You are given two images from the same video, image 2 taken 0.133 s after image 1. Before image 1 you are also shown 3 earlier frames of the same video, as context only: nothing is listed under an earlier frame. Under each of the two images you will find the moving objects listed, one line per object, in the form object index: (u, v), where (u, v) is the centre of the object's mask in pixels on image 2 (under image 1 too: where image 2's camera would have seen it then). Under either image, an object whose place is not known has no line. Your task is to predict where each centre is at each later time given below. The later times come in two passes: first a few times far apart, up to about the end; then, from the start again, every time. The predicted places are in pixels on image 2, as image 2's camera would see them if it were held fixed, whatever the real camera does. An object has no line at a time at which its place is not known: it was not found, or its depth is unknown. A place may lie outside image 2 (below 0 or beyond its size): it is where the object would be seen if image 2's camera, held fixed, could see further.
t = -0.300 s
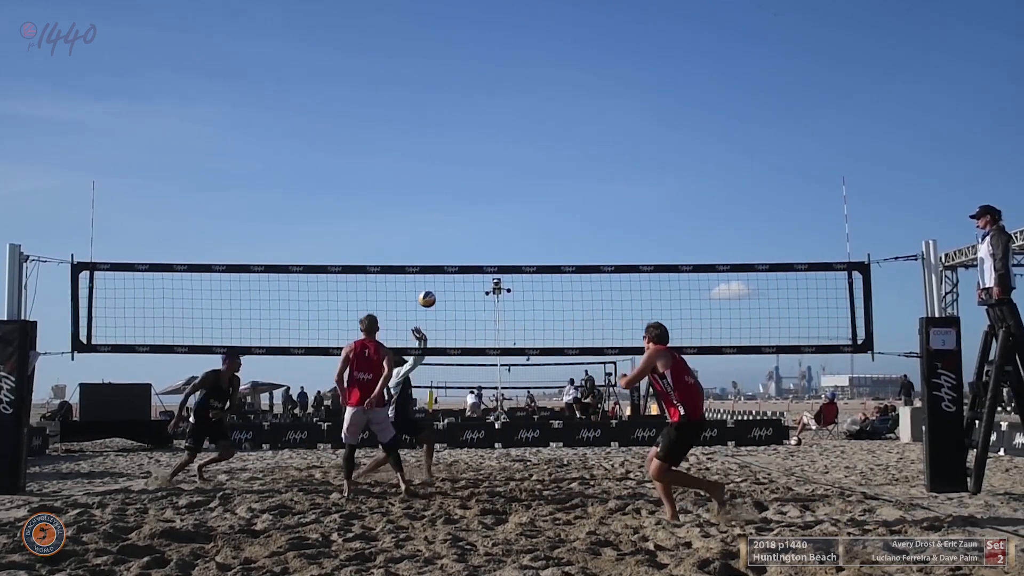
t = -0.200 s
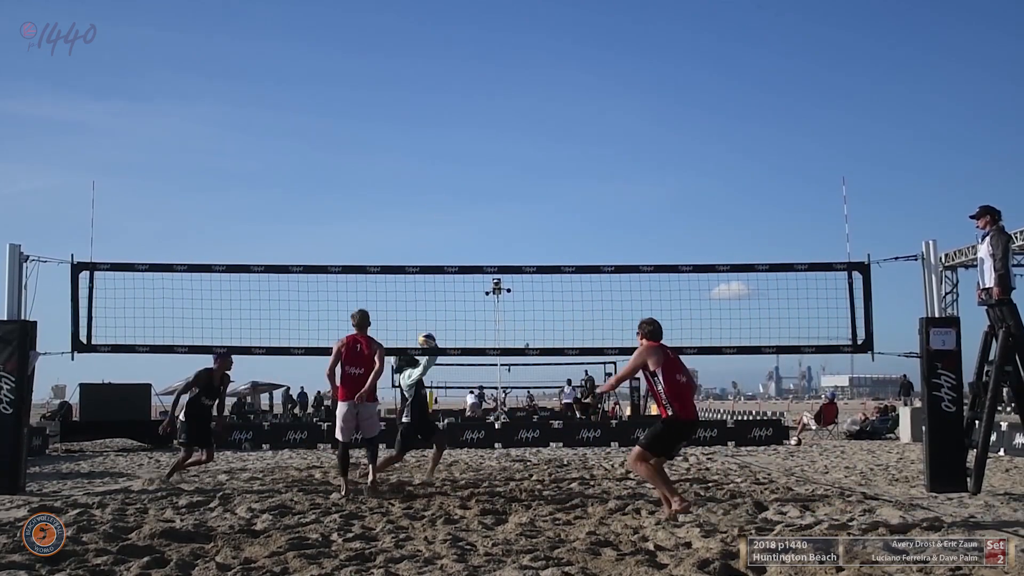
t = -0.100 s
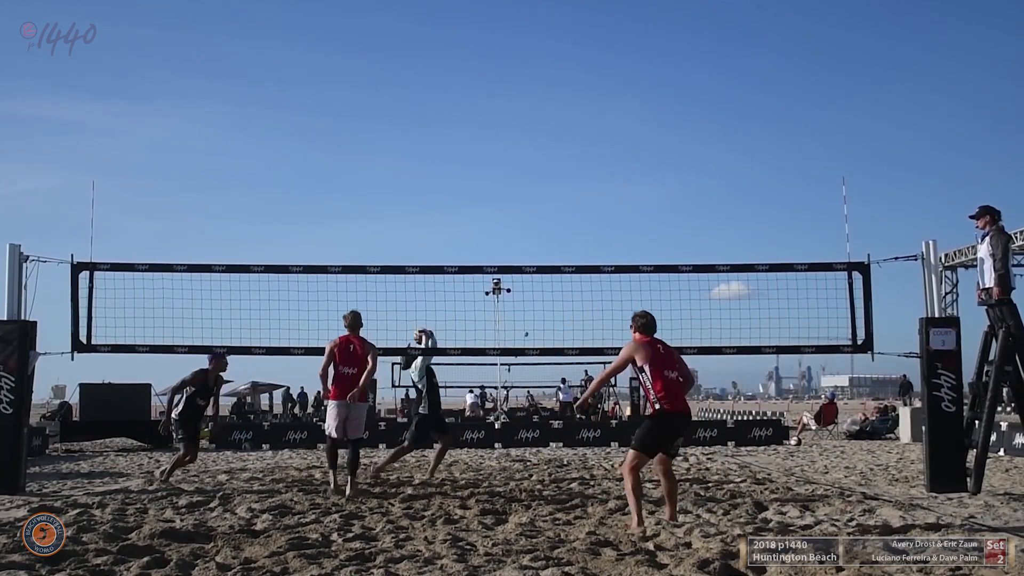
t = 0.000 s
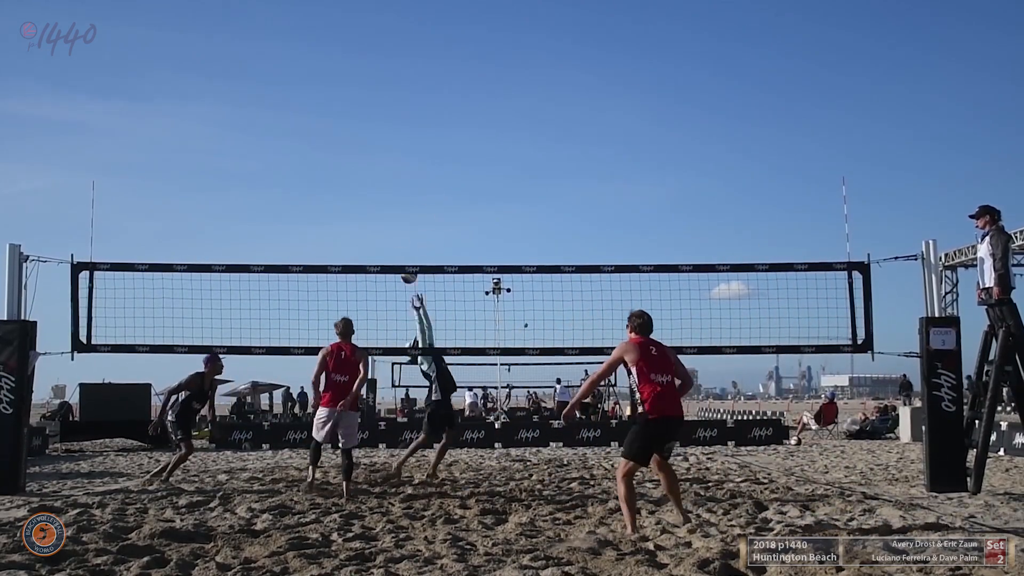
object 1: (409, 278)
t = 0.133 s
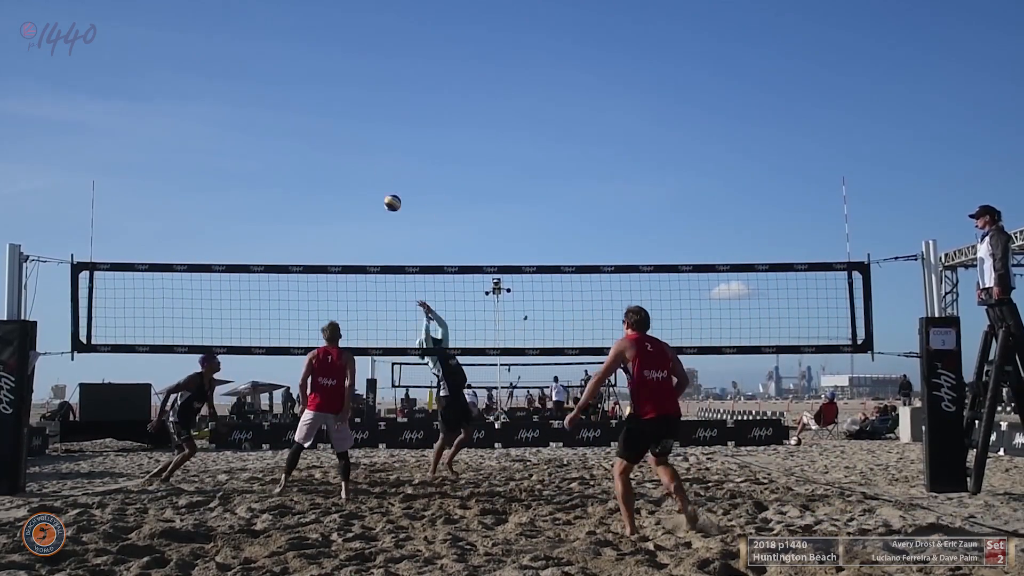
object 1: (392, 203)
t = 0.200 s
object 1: (385, 172)
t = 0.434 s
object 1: (363, 96)
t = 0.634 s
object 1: (349, 65)
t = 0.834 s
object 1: (337, 66)
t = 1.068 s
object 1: (327, 108)
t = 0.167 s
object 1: (389, 187)
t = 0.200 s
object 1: (385, 172)
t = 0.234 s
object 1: (382, 159)
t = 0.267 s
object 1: (378, 146)
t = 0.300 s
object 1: (375, 134)
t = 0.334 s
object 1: (372, 123)
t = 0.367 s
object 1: (369, 113)
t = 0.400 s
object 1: (366, 104)
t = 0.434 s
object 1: (363, 96)
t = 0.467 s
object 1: (361, 89)
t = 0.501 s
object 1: (358, 82)
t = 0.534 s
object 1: (356, 77)
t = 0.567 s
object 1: (353, 72)
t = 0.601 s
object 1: (351, 68)
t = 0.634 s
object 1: (349, 65)
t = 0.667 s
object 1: (347, 63)
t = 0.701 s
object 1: (345, 62)
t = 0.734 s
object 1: (343, 62)
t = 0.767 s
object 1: (341, 62)
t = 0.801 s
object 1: (339, 64)
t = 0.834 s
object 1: (337, 66)
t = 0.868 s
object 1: (336, 69)
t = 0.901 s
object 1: (334, 74)
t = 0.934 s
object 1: (332, 79)
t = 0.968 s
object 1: (331, 85)
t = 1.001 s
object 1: (329, 92)
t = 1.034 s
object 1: (328, 99)
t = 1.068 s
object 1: (327, 108)
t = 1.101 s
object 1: (326, 118)
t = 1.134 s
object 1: (324, 128)
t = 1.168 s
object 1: (323, 139)
